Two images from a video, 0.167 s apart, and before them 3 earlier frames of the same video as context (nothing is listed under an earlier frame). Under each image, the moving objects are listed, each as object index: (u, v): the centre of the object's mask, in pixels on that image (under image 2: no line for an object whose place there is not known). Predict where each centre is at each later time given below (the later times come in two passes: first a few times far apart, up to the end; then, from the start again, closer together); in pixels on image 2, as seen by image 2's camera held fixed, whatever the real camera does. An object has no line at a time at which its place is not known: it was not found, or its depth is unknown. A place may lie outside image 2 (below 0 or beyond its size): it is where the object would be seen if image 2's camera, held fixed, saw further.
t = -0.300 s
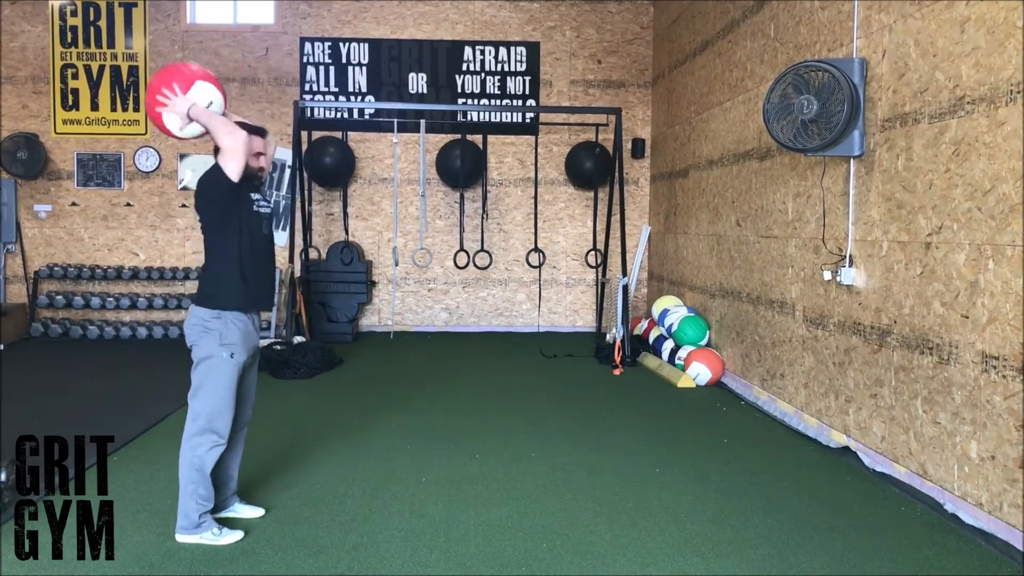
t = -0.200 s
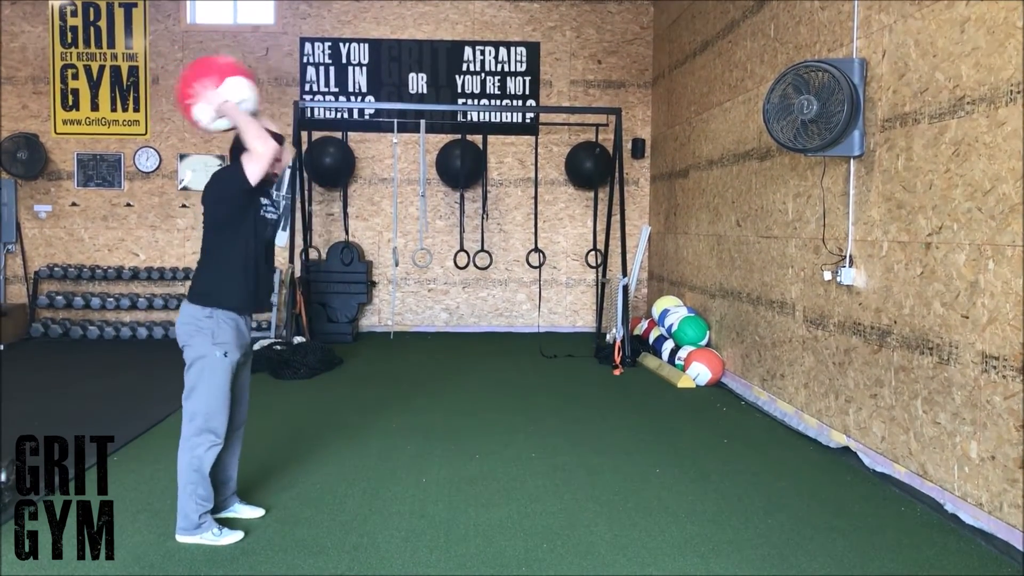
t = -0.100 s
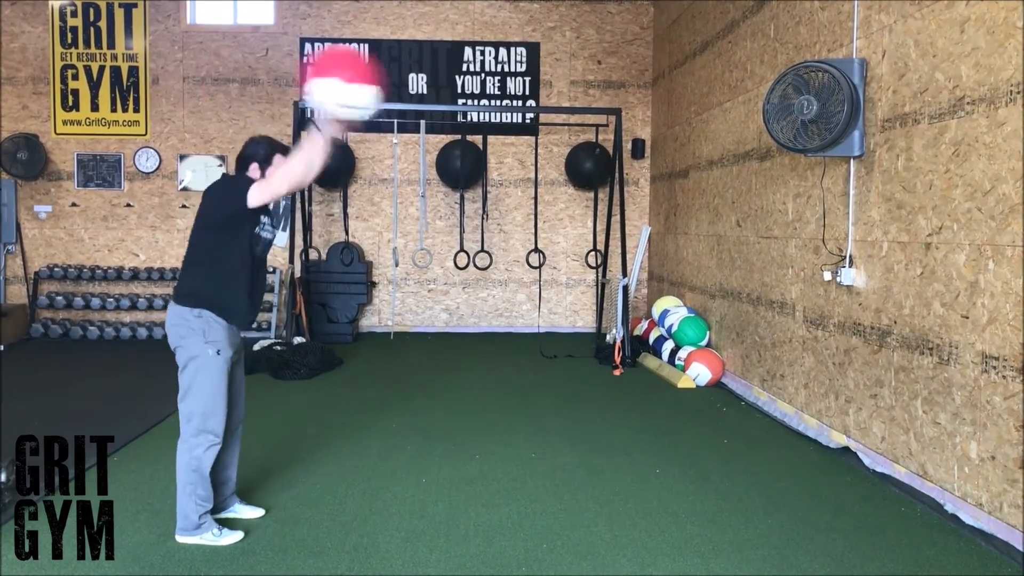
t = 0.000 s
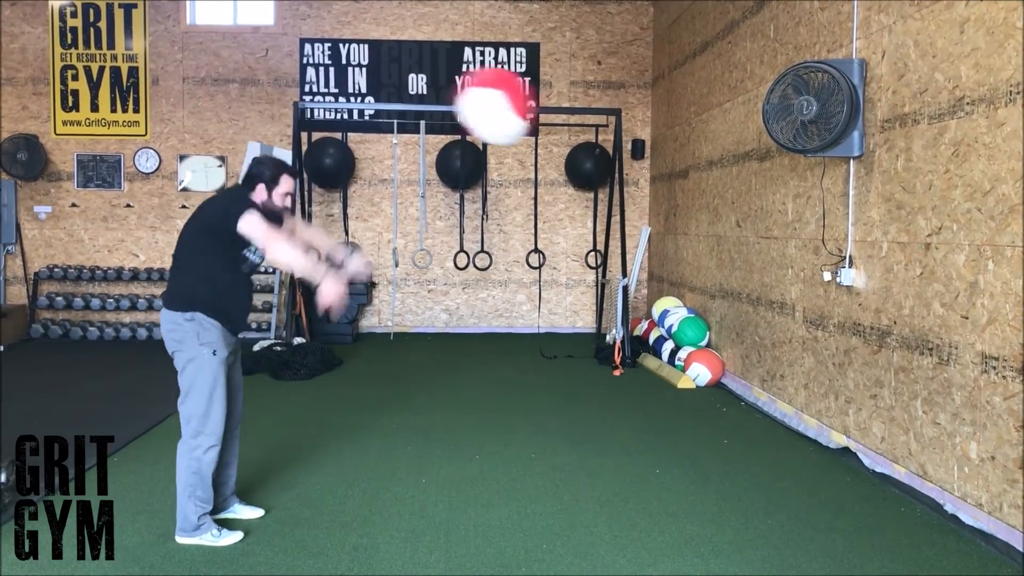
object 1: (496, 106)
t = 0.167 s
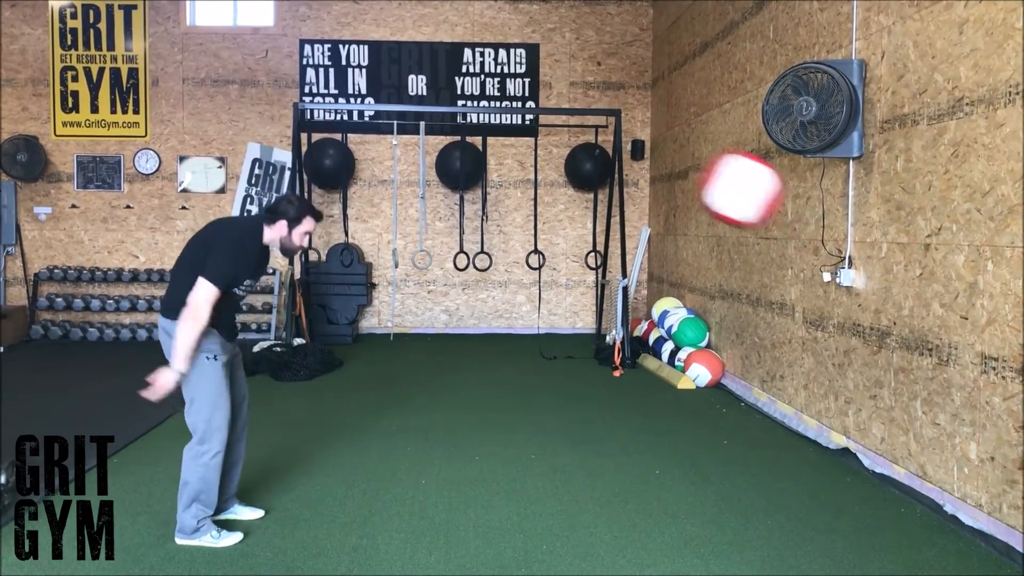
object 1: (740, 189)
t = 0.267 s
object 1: (887, 266)
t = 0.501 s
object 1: (782, 392)
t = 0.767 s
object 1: (612, 440)
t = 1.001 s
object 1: (508, 396)
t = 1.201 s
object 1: (419, 455)
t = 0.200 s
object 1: (789, 212)
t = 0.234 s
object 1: (837, 237)
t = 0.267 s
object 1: (887, 266)
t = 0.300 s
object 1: (929, 295)
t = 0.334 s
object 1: (919, 308)
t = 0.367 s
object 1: (892, 319)
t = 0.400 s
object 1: (865, 335)
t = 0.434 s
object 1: (838, 351)
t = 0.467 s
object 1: (810, 370)
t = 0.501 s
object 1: (782, 392)
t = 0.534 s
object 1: (752, 416)
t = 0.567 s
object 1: (724, 443)
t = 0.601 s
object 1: (696, 473)
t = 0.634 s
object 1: (670, 500)
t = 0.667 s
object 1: (654, 487)
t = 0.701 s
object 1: (640, 470)
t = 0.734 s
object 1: (626, 454)
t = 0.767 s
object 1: (612, 440)
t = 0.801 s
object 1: (598, 428)
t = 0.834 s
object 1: (585, 416)
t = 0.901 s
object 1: (556, 400)
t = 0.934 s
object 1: (540, 396)
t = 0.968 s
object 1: (524, 395)
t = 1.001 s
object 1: (508, 396)
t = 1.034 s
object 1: (493, 400)
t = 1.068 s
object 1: (477, 406)
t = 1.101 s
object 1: (462, 415)
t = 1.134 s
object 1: (447, 426)
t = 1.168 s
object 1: (433, 440)
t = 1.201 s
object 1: (419, 455)
